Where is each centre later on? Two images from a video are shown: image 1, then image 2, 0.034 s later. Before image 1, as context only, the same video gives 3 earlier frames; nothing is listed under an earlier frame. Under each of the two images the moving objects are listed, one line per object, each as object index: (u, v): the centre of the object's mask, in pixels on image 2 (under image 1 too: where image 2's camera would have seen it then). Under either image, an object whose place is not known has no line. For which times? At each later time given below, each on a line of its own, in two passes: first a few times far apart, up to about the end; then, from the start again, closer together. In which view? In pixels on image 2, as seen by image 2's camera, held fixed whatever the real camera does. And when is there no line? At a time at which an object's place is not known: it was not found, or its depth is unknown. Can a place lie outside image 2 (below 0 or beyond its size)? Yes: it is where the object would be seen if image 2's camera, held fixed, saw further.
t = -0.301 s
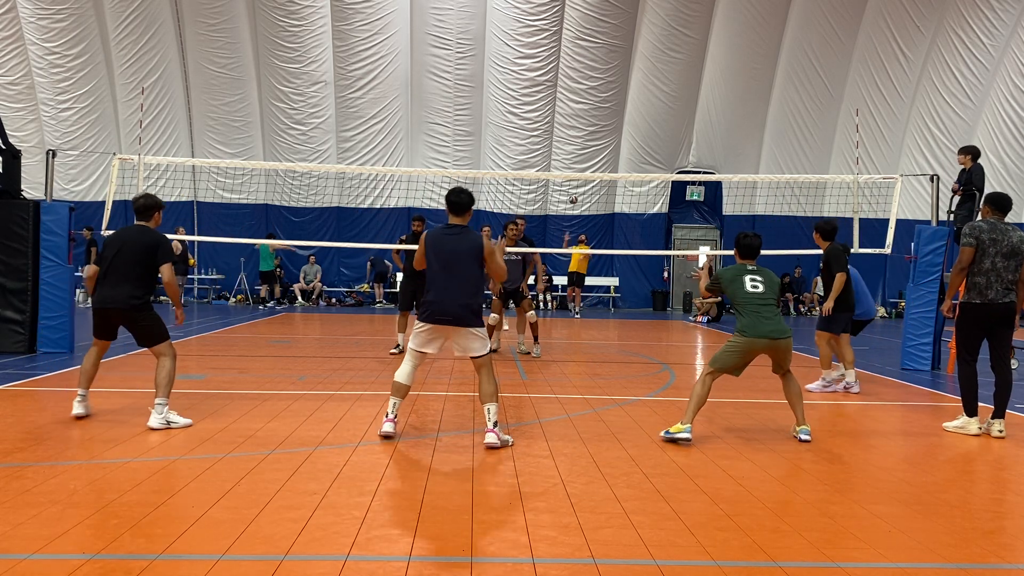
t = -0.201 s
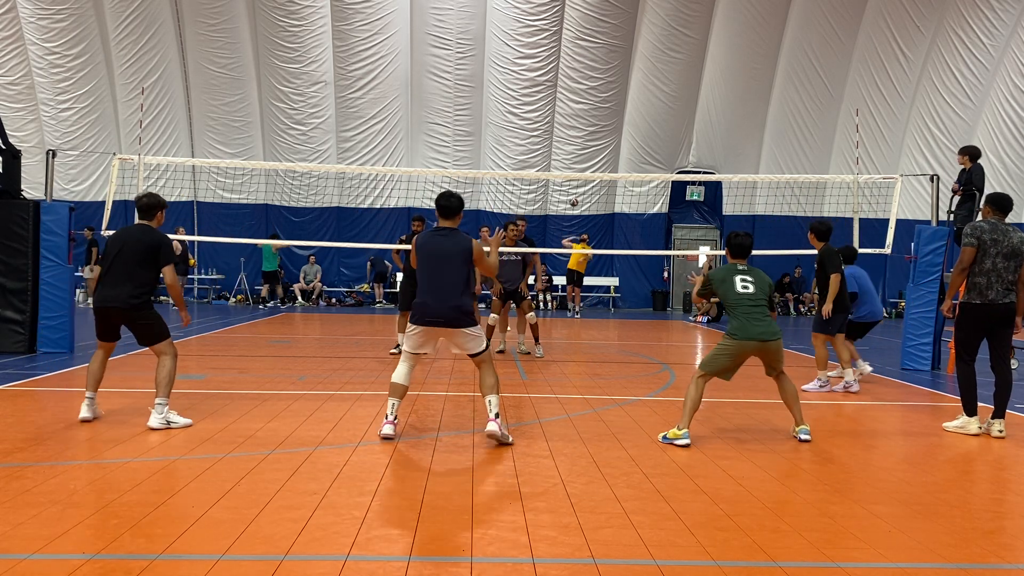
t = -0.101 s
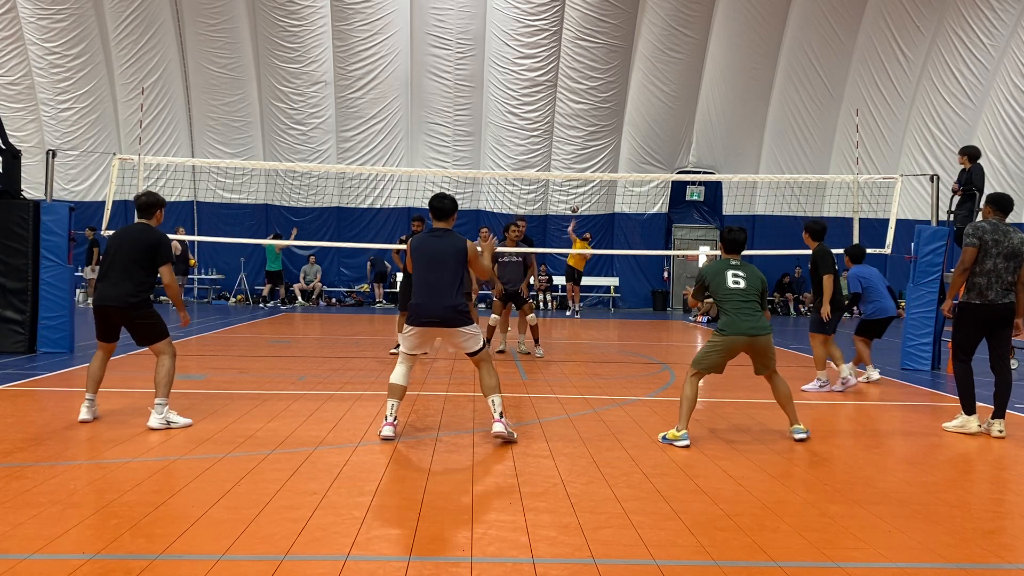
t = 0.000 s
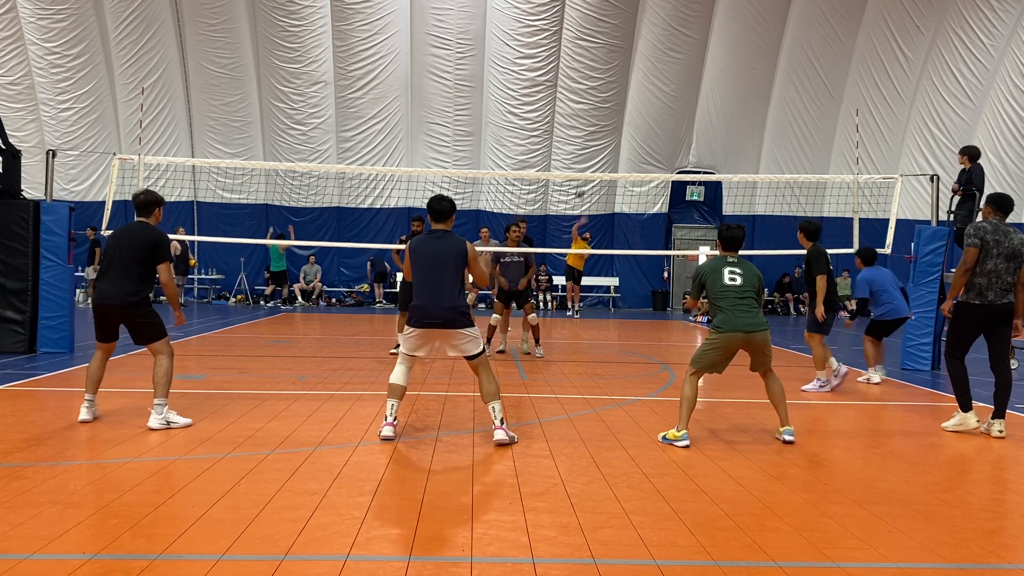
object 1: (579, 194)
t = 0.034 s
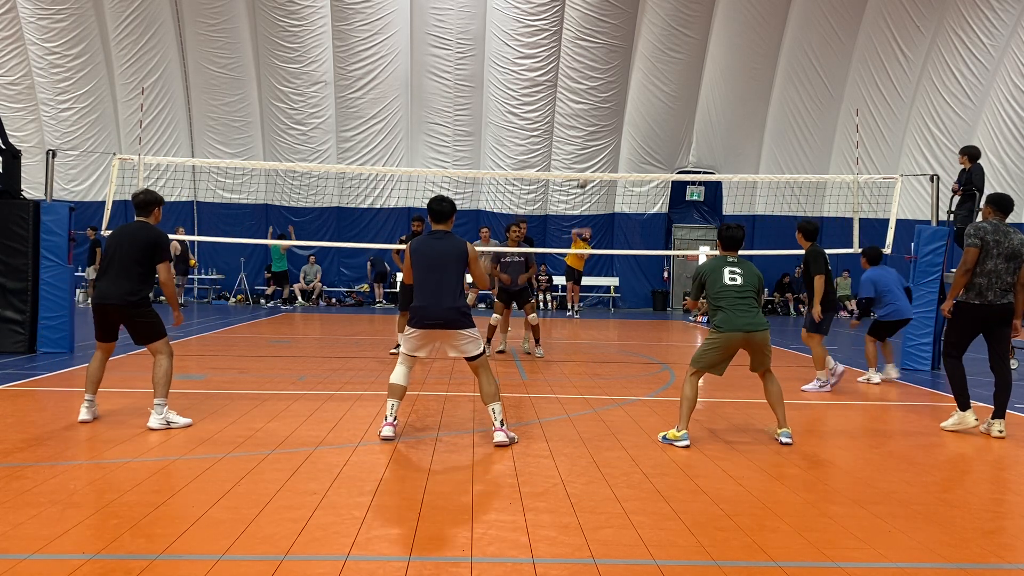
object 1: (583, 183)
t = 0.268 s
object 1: (602, 125)
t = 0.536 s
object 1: (631, 70)
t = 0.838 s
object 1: (677, 60)
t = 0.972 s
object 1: (710, 86)
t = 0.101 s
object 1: (587, 167)
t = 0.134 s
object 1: (590, 160)
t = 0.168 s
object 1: (592, 150)
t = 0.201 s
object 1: (595, 141)
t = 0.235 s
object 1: (599, 133)
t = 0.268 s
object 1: (602, 125)
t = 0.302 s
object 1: (605, 117)
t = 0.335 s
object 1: (609, 109)
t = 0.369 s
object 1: (612, 102)
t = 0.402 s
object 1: (615, 95)
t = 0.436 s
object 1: (619, 88)
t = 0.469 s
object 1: (623, 81)
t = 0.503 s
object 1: (627, 76)
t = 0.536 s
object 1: (631, 70)
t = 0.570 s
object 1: (635, 66)
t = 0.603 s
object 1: (639, 62)
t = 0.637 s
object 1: (643, 59)
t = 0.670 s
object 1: (648, 57)
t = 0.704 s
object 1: (653, 55)
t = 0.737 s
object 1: (659, 54)
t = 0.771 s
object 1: (664, 55)
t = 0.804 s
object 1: (671, 57)
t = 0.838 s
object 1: (677, 60)
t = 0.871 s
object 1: (685, 64)
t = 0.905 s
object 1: (692, 70)
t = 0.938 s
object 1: (701, 77)
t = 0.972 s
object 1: (710, 86)
